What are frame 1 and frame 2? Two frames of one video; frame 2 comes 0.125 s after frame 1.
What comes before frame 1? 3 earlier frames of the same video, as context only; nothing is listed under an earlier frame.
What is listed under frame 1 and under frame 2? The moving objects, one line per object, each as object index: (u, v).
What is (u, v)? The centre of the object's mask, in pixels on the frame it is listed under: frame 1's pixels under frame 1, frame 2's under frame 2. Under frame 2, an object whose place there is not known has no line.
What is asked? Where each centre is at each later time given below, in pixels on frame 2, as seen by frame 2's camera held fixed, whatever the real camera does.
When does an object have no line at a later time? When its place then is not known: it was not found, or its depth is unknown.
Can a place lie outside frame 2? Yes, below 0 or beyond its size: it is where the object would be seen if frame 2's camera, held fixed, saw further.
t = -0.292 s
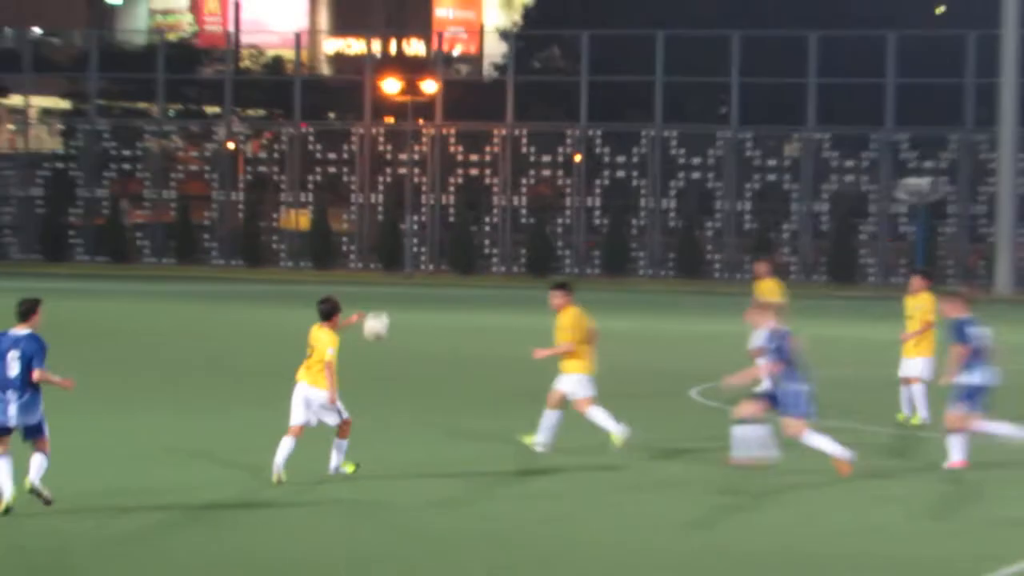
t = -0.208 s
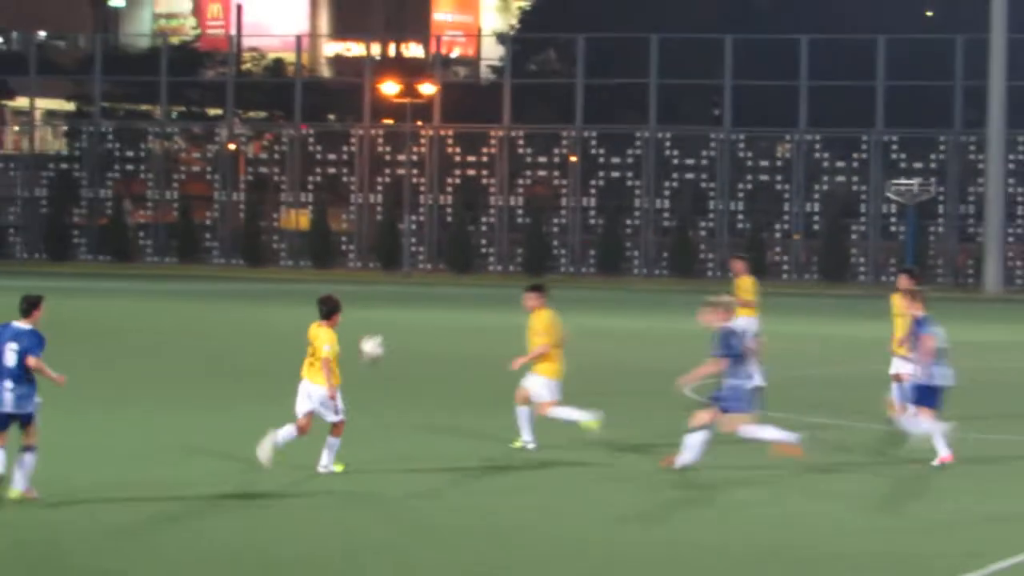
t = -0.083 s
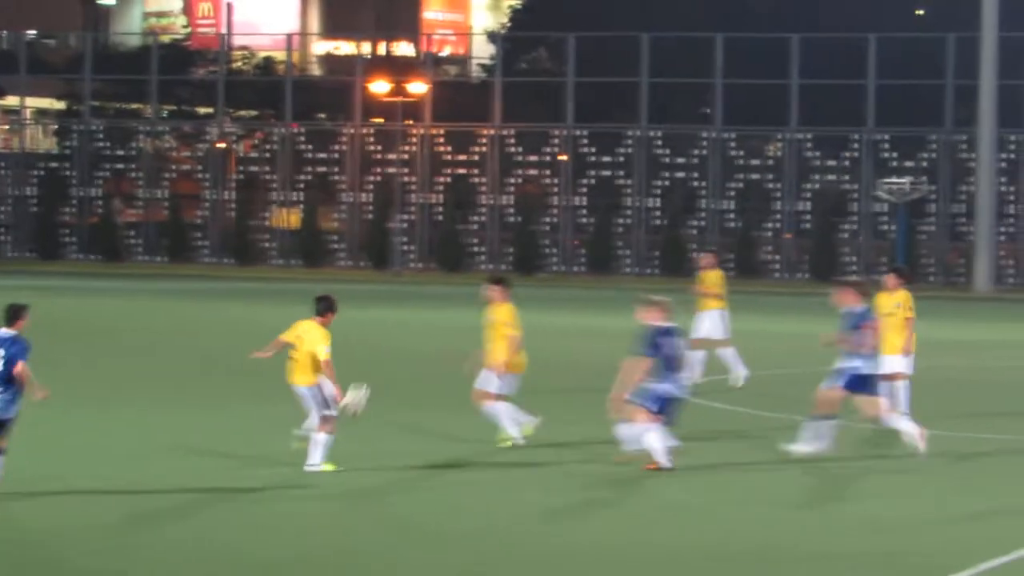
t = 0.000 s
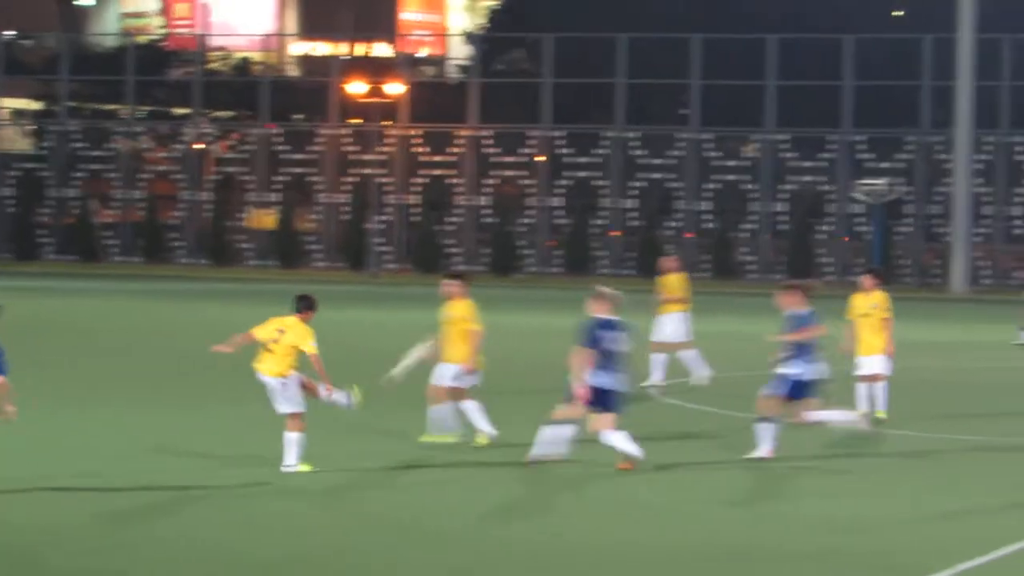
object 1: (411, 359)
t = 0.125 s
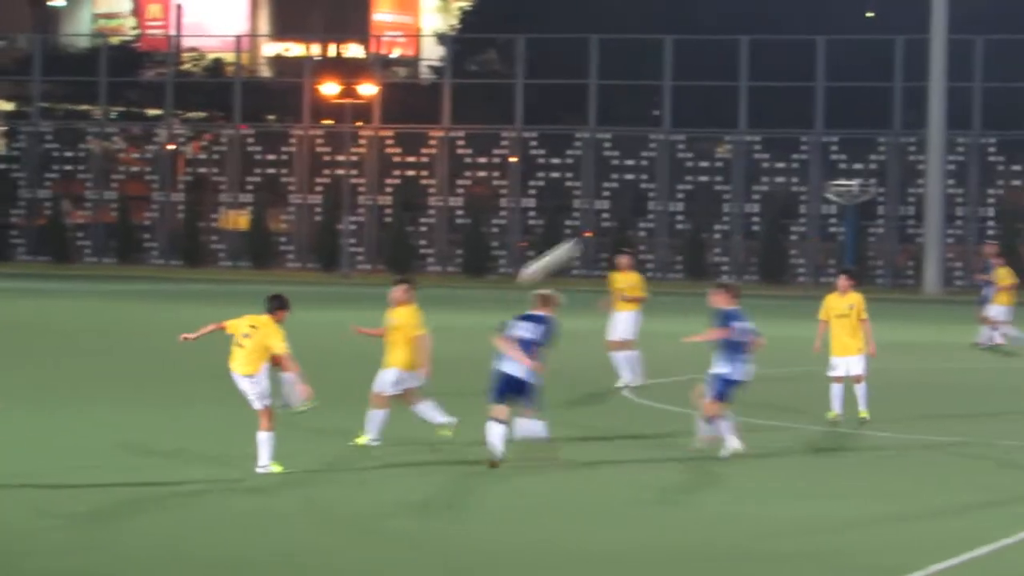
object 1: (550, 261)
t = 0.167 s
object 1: (604, 233)
